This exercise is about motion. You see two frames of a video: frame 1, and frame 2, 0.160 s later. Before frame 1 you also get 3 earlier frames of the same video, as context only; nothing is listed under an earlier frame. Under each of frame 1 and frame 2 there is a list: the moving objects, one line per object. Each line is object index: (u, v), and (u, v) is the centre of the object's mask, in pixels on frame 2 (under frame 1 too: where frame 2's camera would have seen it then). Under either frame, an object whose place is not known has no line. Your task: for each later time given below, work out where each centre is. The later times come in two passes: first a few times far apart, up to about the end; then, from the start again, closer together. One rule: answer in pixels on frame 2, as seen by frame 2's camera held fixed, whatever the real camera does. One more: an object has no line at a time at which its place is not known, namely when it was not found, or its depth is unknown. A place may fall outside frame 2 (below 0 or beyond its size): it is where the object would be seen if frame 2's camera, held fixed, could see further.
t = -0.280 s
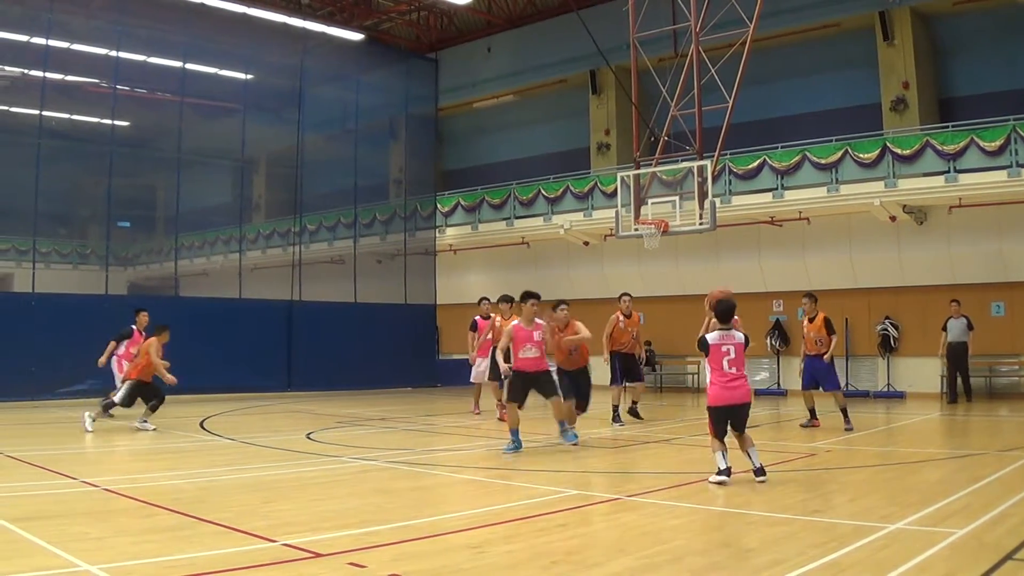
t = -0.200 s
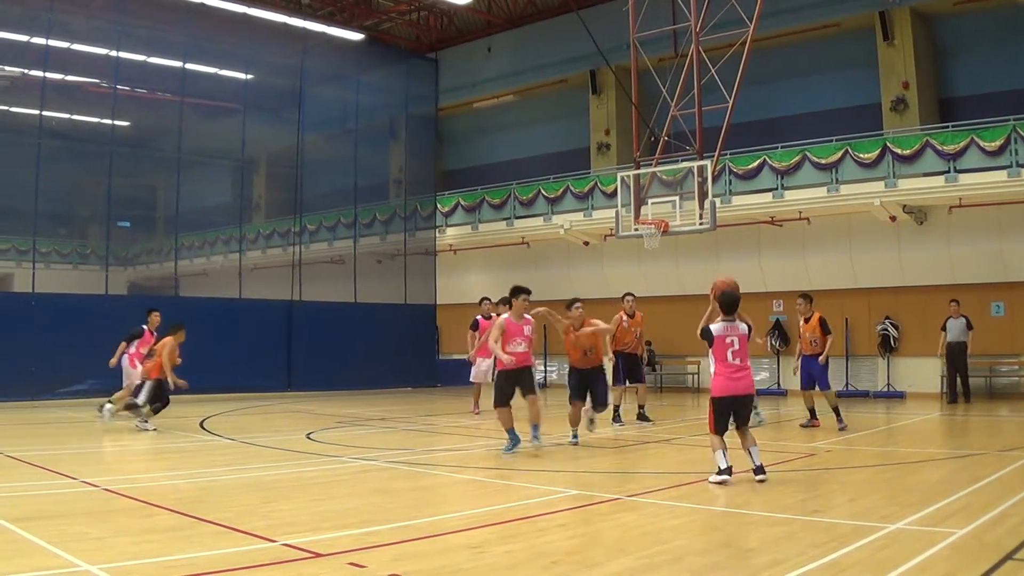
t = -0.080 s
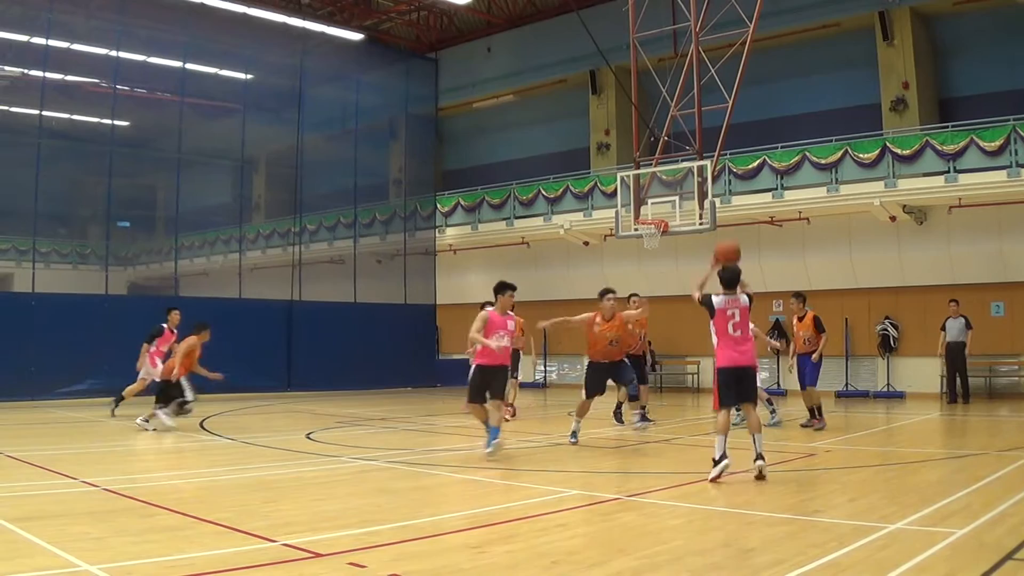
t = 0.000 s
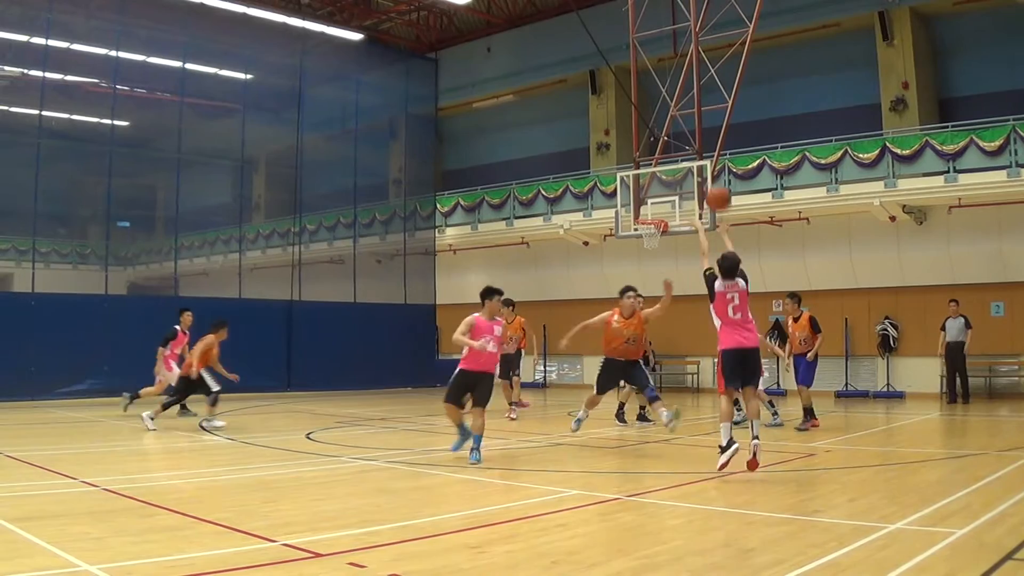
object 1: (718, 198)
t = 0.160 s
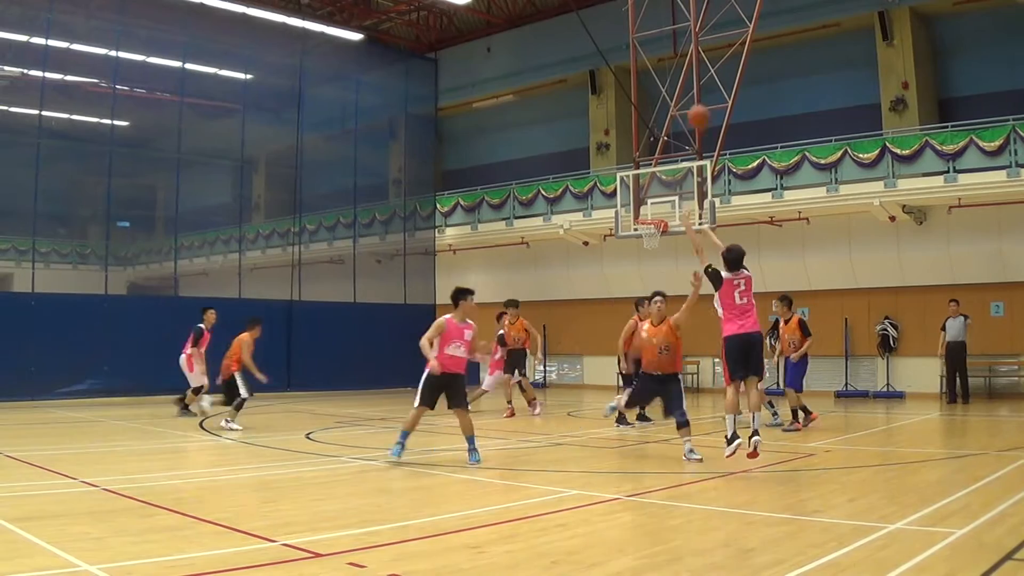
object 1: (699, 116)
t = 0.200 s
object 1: (694, 103)
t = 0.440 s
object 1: (675, 60)
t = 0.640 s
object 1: (663, 62)
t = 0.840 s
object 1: (654, 93)
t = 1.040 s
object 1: (648, 143)
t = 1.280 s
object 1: (642, 212)
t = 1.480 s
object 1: (617, 183)
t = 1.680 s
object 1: (588, 180)
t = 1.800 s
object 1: (571, 188)
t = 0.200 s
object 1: (694, 103)
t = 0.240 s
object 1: (691, 91)
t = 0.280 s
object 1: (687, 81)
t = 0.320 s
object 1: (684, 74)
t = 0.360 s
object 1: (681, 67)
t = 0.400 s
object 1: (678, 62)
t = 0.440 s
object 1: (675, 60)
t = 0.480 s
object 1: (673, 59)
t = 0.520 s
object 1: (671, 58)
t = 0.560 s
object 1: (668, 58)
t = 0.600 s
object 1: (666, 60)
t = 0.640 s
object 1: (663, 62)
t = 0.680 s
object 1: (661, 67)
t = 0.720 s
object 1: (660, 71)
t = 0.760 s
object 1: (657, 78)
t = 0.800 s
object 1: (657, 84)
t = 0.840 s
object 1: (654, 93)
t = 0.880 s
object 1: (654, 101)
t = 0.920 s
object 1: (651, 110)
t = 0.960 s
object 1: (650, 120)
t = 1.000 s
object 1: (650, 131)
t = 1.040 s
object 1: (648, 143)
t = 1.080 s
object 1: (647, 154)
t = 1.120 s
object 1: (647, 169)
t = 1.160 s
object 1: (644, 182)
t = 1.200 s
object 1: (643, 196)
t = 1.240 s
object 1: (643, 212)
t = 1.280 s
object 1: (642, 212)
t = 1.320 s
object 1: (639, 203)
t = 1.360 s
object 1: (635, 198)
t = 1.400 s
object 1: (629, 192)
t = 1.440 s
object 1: (622, 187)
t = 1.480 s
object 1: (617, 183)
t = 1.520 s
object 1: (611, 181)
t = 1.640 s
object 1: (594, 178)
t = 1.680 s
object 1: (588, 180)
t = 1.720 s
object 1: (583, 181)
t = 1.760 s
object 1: (576, 185)
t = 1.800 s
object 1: (571, 188)
